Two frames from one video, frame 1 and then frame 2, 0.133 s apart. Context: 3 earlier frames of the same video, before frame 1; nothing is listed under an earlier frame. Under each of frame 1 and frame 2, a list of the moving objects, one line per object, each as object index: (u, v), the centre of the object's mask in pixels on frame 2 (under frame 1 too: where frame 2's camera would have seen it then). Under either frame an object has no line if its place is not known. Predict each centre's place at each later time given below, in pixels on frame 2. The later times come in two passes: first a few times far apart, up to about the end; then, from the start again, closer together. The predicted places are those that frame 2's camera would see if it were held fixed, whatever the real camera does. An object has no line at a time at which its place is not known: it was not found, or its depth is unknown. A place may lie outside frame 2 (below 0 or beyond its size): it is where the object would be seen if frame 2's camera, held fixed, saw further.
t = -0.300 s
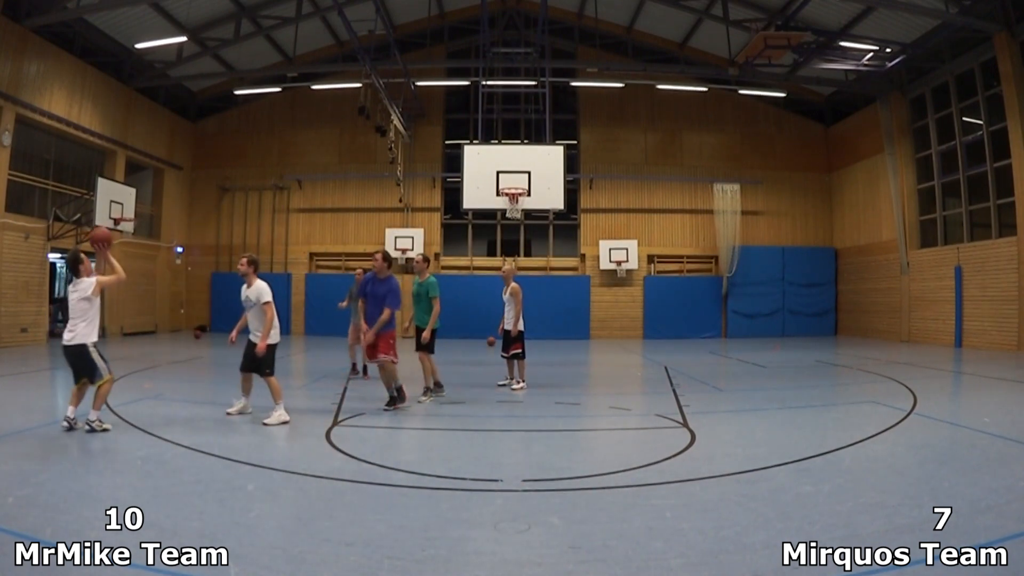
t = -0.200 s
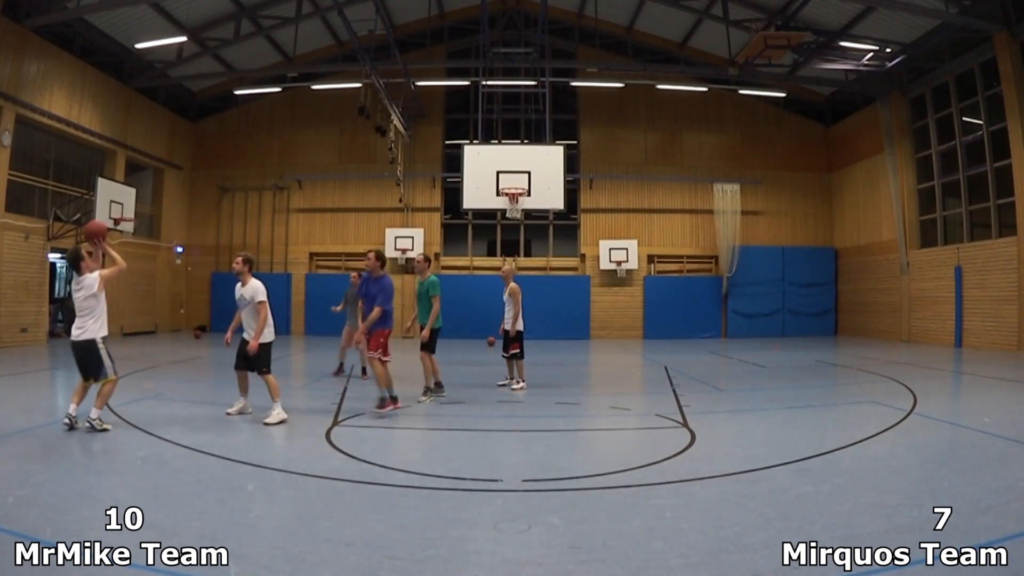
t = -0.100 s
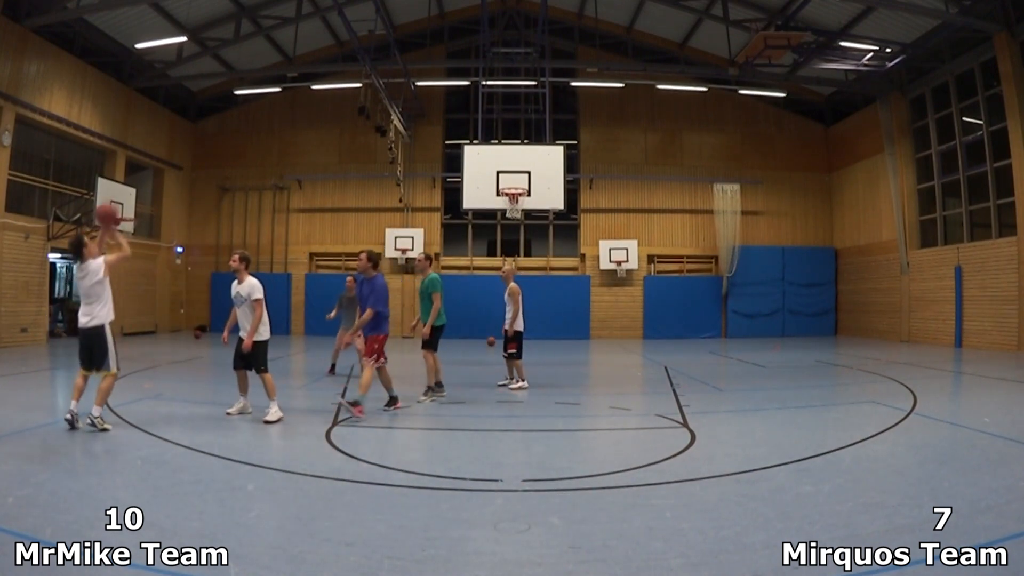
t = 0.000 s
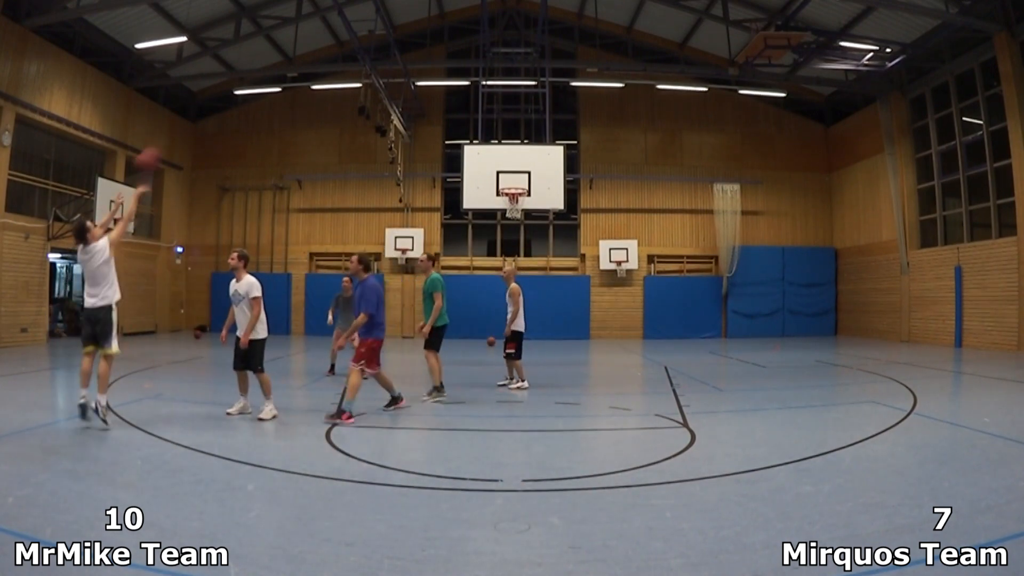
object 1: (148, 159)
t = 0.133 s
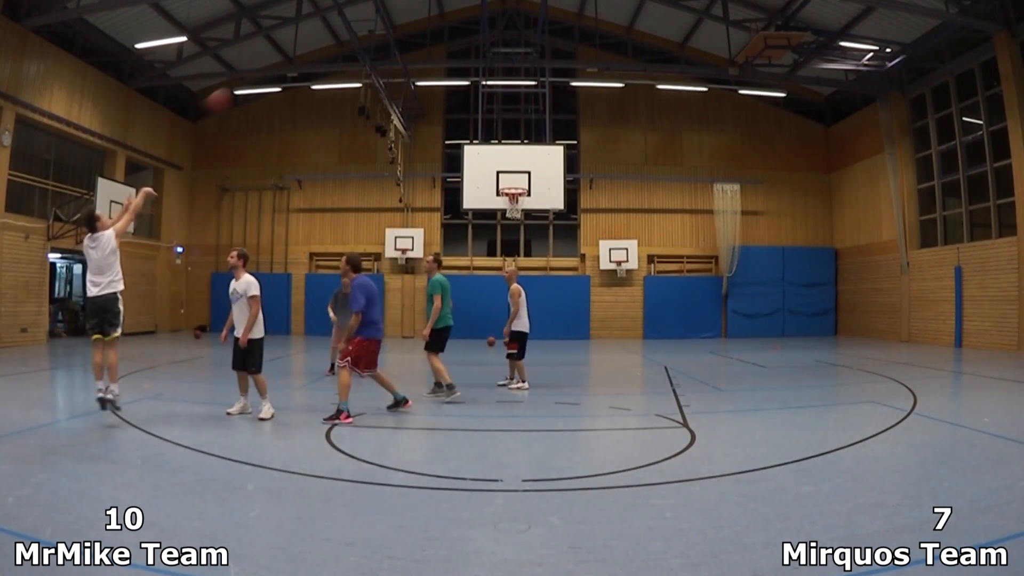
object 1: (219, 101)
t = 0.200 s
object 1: (249, 80)
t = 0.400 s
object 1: (330, 50)
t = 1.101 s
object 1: (513, 155)
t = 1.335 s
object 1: (555, 183)
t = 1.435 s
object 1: (568, 182)
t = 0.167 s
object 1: (233, 90)
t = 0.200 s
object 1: (249, 80)
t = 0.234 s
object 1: (266, 73)
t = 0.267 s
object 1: (279, 66)
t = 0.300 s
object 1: (293, 61)
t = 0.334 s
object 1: (307, 56)
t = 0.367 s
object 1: (320, 52)
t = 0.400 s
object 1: (330, 50)
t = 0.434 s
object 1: (344, 48)
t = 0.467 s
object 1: (355, 47)
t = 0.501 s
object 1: (364, 48)
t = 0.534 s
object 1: (376, 48)
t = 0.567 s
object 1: (386, 50)
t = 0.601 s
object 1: (396, 52)
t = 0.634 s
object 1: (406, 54)
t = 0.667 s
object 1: (414, 57)
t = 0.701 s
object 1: (424, 61)
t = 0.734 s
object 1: (433, 66)
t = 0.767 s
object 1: (441, 71)
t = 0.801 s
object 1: (449, 77)
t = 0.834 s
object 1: (460, 87)
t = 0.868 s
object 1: (465, 93)
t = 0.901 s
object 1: (472, 100)
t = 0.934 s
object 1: (480, 108)
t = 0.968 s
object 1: (488, 116)
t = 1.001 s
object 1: (494, 125)
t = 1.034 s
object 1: (501, 133)
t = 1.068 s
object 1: (508, 145)
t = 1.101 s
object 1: (513, 155)
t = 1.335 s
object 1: (555, 183)
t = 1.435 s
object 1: (568, 182)
